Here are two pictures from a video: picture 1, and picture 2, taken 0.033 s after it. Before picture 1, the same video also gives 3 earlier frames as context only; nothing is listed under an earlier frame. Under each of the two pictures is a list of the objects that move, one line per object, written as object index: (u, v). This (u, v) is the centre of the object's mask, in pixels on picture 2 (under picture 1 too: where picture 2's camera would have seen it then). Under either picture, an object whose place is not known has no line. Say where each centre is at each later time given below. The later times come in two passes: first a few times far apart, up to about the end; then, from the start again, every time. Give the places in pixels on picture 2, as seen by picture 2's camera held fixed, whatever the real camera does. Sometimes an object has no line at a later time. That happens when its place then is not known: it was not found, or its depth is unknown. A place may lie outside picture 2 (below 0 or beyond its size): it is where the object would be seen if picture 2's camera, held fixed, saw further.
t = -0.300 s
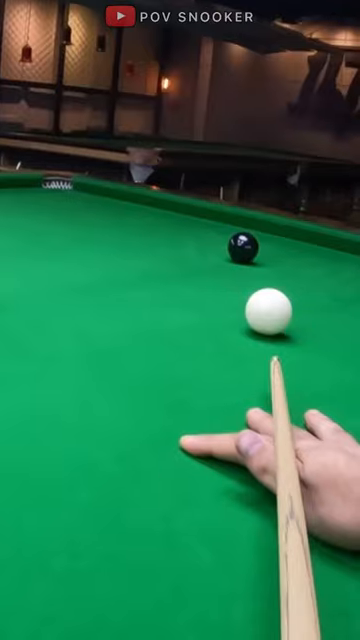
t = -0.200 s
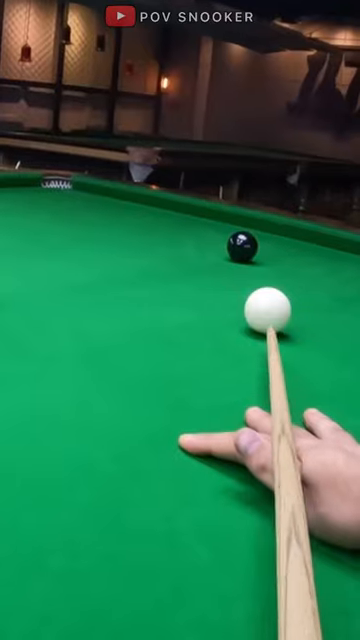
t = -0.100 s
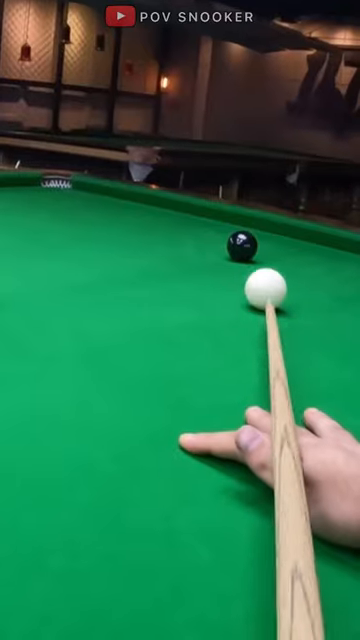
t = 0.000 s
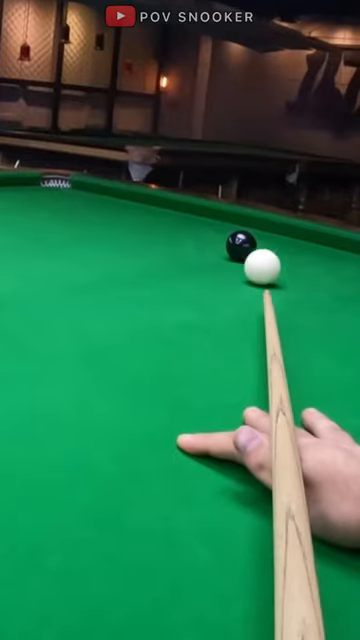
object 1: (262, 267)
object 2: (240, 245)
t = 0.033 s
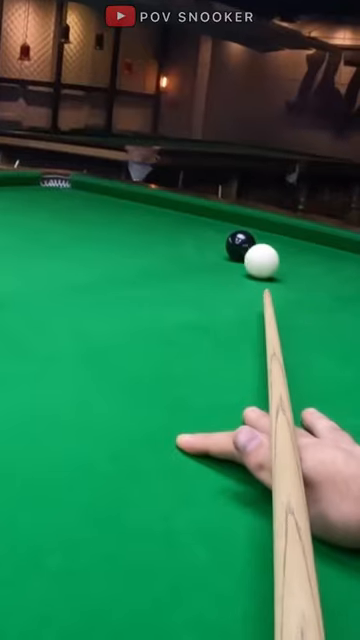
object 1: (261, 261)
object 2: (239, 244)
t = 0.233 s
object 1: (294, 250)
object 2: (211, 236)
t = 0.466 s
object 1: (336, 245)
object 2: (174, 224)
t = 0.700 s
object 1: (330, 246)
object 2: (144, 214)
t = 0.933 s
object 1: (306, 251)
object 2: (120, 205)
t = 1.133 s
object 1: (284, 256)
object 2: (102, 198)
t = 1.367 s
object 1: (256, 262)
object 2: (84, 193)
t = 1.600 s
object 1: (226, 268)
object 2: (69, 187)
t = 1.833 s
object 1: (193, 274)
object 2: (56, 182)
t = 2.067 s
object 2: (47, 178)
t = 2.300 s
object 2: (60, 179)
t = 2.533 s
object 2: (50, 179)
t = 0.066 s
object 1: (261, 256)
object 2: (238, 244)
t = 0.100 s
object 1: (261, 252)
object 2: (237, 245)
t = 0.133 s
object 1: (271, 252)
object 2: (231, 242)
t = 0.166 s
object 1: (279, 252)
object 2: (223, 240)
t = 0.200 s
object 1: (287, 251)
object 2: (217, 238)
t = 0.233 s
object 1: (294, 250)
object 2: (211, 236)
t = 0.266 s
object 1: (301, 250)
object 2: (205, 234)
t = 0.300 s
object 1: (307, 249)
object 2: (200, 232)
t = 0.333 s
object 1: (313, 248)
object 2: (194, 230)
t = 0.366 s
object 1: (319, 247)
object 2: (189, 229)
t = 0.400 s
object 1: (325, 246)
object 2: (183, 227)
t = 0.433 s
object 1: (331, 245)
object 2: (179, 225)
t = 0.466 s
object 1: (336, 245)
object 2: (174, 224)
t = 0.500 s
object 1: (341, 244)
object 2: (169, 222)
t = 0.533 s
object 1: (346, 243)
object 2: (165, 221)
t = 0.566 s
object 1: (343, 244)
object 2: (160, 219)
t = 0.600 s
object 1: (340, 244)
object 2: (156, 217)
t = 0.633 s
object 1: (337, 245)
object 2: (152, 216)
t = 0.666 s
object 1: (333, 245)
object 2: (148, 215)
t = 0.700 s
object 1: (330, 246)
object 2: (144, 214)
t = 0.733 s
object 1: (327, 247)
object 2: (141, 212)
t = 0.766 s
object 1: (324, 248)
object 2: (137, 211)
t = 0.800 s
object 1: (320, 249)
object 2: (133, 210)
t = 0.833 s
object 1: (316, 249)
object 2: (130, 209)
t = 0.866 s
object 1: (313, 250)
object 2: (126, 207)
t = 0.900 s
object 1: (310, 251)
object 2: (123, 206)
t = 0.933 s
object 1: (306, 251)
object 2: (120, 205)
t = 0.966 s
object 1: (303, 252)
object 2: (117, 204)
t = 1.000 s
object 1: (299, 253)
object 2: (114, 202)
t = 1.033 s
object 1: (295, 253)
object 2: (111, 202)
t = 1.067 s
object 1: (291, 254)
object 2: (108, 200)
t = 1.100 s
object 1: (288, 255)
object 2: (105, 199)
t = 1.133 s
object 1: (284, 256)
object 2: (102, 198)
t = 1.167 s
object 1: (280, 257)
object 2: (99, 198)
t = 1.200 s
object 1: (276, 258)
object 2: (97, 197)
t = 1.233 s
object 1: (272, 258)
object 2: (94, 196)
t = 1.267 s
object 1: (268, 259)
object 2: (91, 196)
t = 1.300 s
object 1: (264, 260)
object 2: (89, 195)
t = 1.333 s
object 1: (260, 261)
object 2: (87, 194)
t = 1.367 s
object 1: (256, 262)
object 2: (84, 193)
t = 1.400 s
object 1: (251, 262)
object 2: (82, 191)
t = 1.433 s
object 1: (247, 263)
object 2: (80, 190)
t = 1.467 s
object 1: (243, 264)
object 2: (78, 190)
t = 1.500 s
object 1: (239, 265)
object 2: (76, 189)
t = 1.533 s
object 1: (234, 266)
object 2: (73, 188)
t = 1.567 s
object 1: (230, 267)
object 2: (71, 187)
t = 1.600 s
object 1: (226, 268)
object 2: (69, 187)
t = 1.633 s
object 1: (221, 268)
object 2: (67, 186)
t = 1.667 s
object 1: (217, 269)
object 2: (65, 185)
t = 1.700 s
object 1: (212, 270)
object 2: (63, 184)
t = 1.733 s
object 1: (207, 271)
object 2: (61, 184)
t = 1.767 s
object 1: (203, 272)
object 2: (59, 183)
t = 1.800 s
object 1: (198, 273)
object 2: (58, 183)
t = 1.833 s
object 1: (193, 274)
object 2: (56, 182)
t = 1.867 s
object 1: (188, 275)
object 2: (54, 182)
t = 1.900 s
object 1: (184, 276)
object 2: (52, 180)
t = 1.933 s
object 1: (179, 277)
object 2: (50, 180)
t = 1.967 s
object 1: (174, 278)
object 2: (49, 179)
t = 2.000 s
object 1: (169, 279)
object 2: (48, 179)
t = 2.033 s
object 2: (47, 178)
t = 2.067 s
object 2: (47, 178)
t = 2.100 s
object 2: (49, 178)
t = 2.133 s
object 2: (51, 178)
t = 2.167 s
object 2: (54, 178)
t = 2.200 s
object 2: (55, 178)
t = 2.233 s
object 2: (59, 178)
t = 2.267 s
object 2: (60, 179)
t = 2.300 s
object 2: (60, 179)
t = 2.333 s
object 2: (58, 178)
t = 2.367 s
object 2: (56, 178)
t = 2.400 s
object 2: (55, 178)
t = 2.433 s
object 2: (54, 178)
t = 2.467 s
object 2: (52, 178)
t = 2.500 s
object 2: (52, 179)
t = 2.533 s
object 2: (50, 179)
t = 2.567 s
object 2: (50, 182)
